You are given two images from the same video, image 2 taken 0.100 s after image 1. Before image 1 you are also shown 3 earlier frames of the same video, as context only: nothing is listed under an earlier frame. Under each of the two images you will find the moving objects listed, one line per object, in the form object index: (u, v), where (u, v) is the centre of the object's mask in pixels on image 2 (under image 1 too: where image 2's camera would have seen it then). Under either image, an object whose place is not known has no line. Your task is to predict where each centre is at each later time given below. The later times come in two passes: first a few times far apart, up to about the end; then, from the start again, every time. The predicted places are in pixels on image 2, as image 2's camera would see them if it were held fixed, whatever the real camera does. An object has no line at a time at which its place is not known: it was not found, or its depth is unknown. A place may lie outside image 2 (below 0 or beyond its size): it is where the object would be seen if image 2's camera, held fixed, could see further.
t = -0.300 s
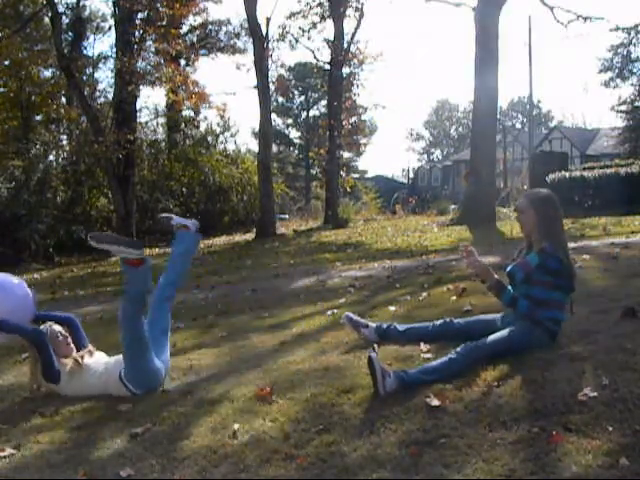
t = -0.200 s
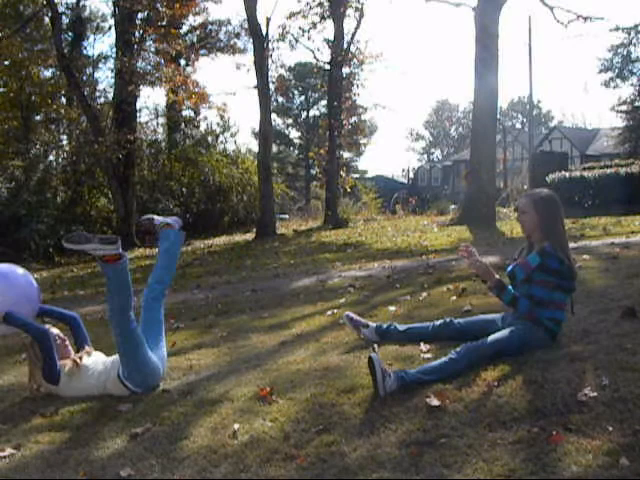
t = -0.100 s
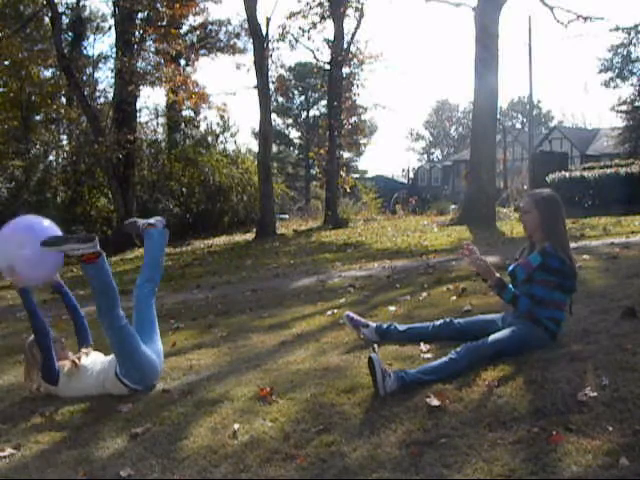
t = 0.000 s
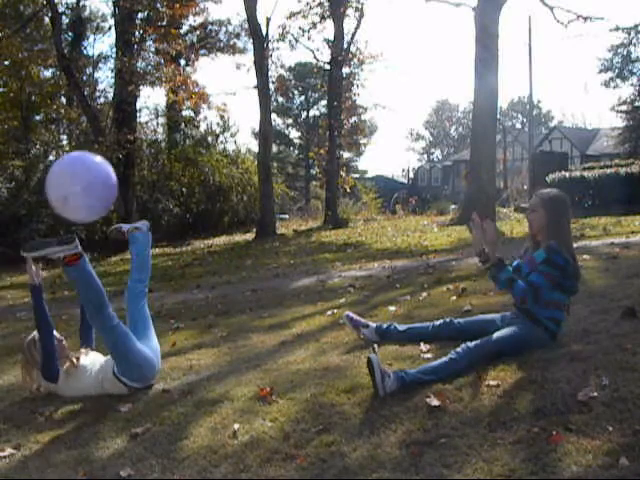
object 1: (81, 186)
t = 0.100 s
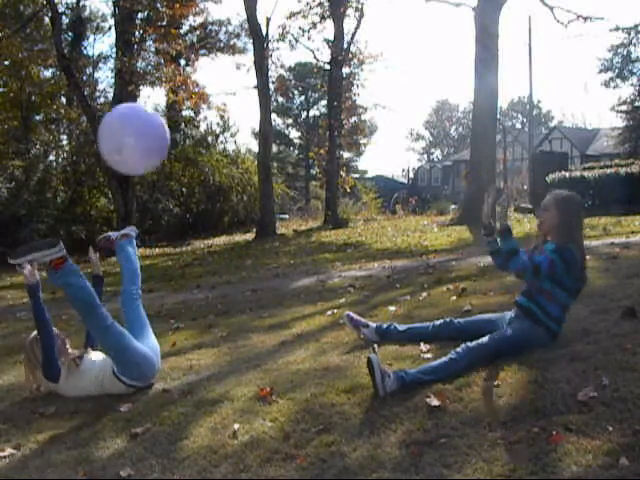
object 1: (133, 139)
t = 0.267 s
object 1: (220, 94)
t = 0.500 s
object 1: (339, 112)
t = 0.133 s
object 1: (151, 126)
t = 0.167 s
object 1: (168, 115)
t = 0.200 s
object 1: (185, 107)
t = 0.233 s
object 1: (203, 100)
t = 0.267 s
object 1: (220, 94)
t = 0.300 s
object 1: (238, 91)
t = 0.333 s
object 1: (255, 90)
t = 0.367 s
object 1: (273, 91)
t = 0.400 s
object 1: (290, 93)
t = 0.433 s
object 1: (307, 98)
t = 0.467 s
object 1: (323, 104)
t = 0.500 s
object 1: (339, 112)
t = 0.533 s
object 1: (355, 121)
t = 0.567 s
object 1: (371, 133)
